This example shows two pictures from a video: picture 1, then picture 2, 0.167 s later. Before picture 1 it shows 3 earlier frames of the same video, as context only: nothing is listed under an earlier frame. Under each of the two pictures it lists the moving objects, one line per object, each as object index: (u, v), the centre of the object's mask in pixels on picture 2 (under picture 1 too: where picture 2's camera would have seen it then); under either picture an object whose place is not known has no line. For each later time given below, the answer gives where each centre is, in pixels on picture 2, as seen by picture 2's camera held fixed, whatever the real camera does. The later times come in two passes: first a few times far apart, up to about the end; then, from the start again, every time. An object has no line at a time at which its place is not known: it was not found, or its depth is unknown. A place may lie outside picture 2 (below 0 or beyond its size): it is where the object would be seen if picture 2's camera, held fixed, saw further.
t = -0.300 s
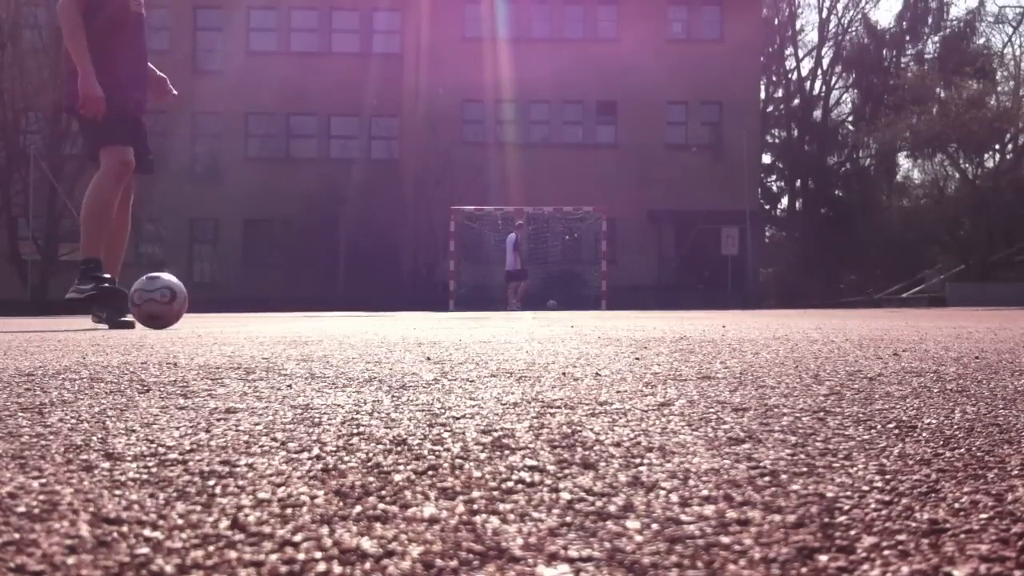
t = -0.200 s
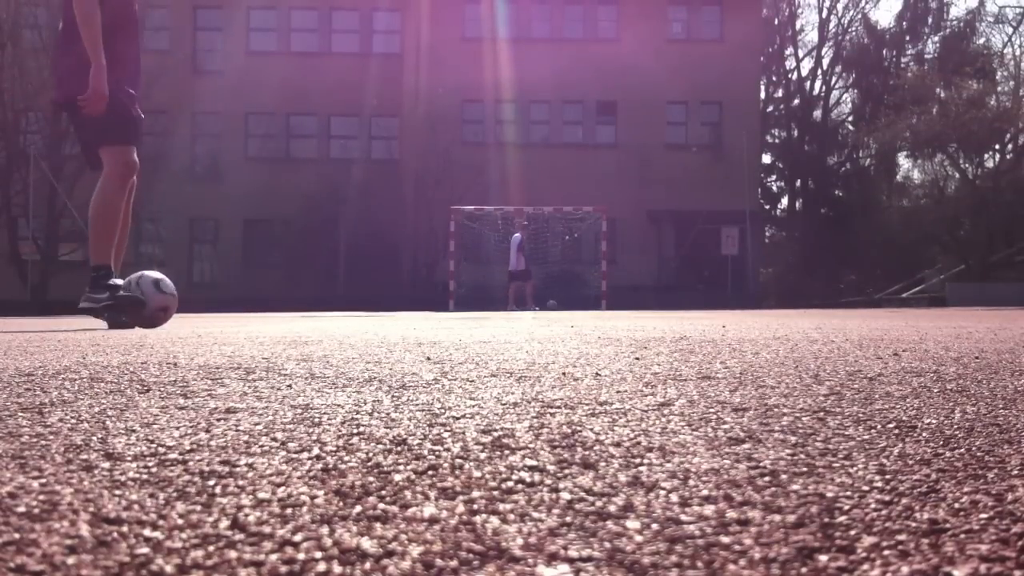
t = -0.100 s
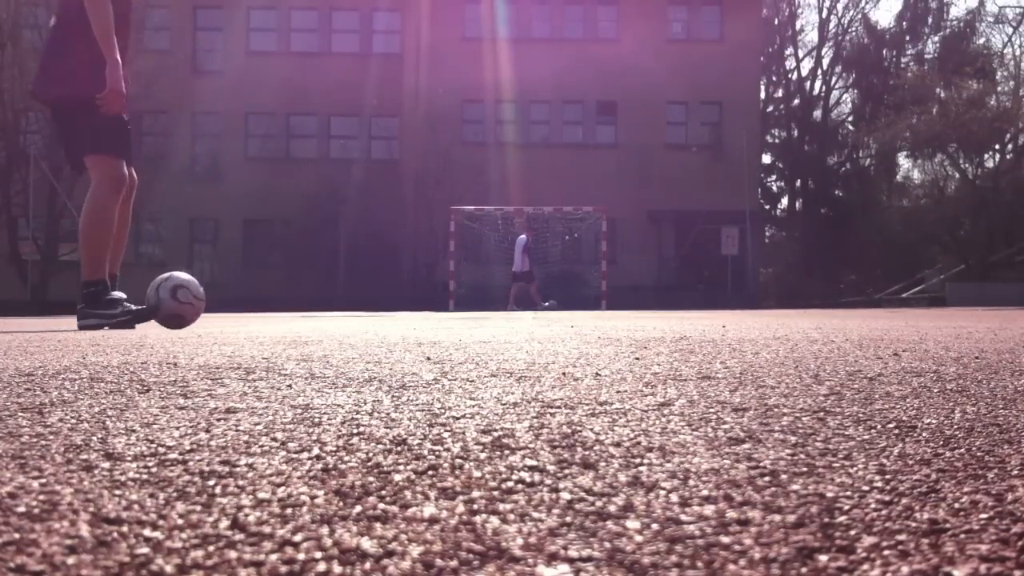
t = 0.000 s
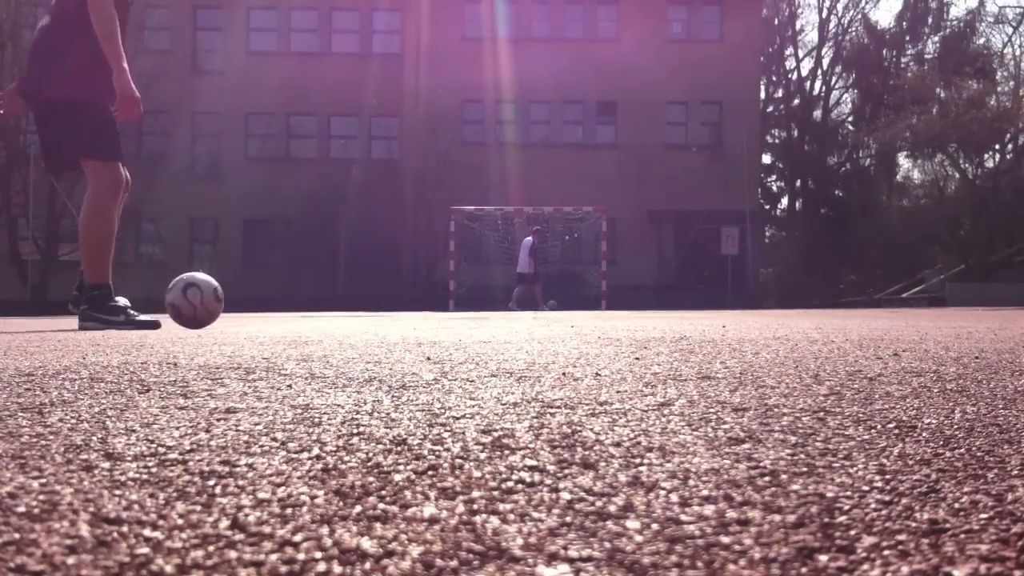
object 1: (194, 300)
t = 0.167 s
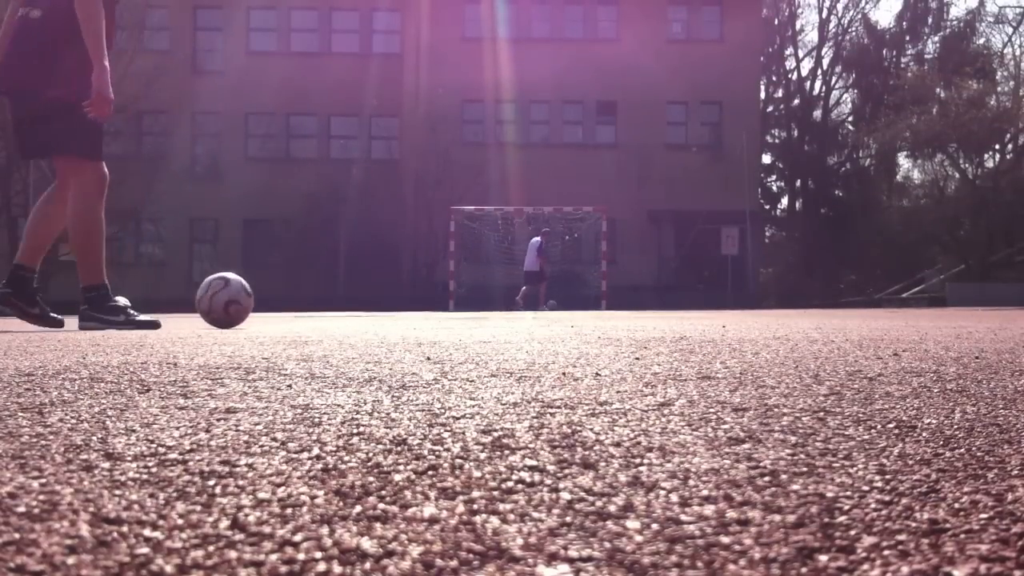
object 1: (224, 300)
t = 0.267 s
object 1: (242, 300)
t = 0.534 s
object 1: (284, 300)
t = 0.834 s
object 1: (326, 300)
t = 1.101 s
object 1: (360, 300)
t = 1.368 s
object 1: (390, 300)
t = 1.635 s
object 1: (418, 299)
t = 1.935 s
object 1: (444, 300)
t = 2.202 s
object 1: (466, 300)
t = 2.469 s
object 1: (485, 300)
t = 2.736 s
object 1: (501, 300)
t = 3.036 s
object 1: (515, 300)
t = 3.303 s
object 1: (523, 300)
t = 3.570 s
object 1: (529, 300)
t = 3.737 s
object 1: (532, 300)
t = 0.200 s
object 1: (230, 300)
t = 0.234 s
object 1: (236, 300)
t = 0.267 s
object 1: (242, 300)
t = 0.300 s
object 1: (247, 300)
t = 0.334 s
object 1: (253, 300)
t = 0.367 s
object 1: (258, 300)
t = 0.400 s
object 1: (264, 300)
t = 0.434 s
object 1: (269, 300)
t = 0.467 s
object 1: (274, 300)
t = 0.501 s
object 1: (279, 299)
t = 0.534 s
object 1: (284, 300)
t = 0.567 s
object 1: (289, 300)
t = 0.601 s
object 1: (294, 300)
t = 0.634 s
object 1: (298, 300)
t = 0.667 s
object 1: (303, 300)
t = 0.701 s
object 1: (308, 300)
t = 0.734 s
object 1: (313, 300)
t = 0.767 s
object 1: (318, 300)
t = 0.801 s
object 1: (322, 300)
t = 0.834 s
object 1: (326, 300)
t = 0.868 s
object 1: (331, 300)
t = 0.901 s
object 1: (335, 300)
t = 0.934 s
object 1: (340, 300)
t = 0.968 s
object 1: (344, 300)
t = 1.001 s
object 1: (348, 300)
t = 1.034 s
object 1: (352, 300)
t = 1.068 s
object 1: (356, 300)
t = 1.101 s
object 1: (360, 300)
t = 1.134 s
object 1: (364, 300)
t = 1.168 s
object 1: (368, 300)
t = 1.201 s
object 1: (372, 300)
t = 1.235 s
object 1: (376, 300)
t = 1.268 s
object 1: (379, 300)
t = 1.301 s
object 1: (383, 300)
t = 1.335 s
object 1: (387, 300)
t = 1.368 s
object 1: (390, 300)
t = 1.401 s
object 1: (394, 300)
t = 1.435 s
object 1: (397, 300)
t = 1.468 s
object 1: (401, 300)
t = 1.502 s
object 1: (404, 300)
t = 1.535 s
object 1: (408, 300)
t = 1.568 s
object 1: (411, 300)
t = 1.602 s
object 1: (414, 300)
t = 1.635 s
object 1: (418, 299)
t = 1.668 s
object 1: (421, 299)
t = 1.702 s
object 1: (424, 299)
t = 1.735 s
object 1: (427, 299)
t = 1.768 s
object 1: (430, 299)
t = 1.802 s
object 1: (433, 299)
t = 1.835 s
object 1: (435, 299)
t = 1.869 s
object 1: (438, 299)
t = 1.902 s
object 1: (441, 300)
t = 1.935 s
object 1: (444, 300)
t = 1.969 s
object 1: (447, 300)
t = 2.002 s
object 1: (450, 300)
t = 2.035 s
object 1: (452, 300)
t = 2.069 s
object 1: (455, 300)
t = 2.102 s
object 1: (458, 300)
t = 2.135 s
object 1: (461, 300)
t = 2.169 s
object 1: (463, 300)
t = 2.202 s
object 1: (466, 300)
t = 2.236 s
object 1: (468, 300)
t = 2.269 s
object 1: (471, 300)
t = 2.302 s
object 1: (473, 300)
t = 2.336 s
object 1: (475, 300)
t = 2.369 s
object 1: (478, 300)
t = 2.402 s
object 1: (480, 300)
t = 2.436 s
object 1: (483, 299)
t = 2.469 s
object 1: (485, 300)
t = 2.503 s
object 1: (487, 299)
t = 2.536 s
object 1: (489, 299)
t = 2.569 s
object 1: (491, 299)
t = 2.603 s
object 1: (493, 299)
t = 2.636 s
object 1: (495, 299)
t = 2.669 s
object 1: (497, 300)
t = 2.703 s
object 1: (499, 300)
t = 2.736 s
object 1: (501, 300)
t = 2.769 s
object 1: (503, 300)
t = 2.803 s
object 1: (505, 300)
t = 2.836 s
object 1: (506, 300)
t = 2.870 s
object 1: (508, 300)
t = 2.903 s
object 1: (510, 299)
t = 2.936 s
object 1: (511, 300)
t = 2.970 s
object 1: (512, 299)
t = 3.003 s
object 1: (513, 299)
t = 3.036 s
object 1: (515, 300)
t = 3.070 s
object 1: (516, 300)
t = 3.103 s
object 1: (517, 299)
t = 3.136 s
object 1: (518, 299)
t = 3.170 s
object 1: (519, 299)
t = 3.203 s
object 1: (520, 300)
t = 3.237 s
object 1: (521, 300)
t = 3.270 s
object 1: (522, 300)
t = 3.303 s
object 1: (523, 300)
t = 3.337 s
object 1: (524, 300)
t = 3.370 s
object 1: (525, 300)
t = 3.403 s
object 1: (526, 300)
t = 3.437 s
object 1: (527, 300)
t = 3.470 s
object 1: (527, 300)
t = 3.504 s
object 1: (528, 300)
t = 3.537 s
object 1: (529, 300)
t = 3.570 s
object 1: (529, 300)
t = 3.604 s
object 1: (530, 300)
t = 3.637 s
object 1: (531, 300)
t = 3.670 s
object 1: (531, 300)
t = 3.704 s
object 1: (532, 300)
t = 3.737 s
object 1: (532, 300)
